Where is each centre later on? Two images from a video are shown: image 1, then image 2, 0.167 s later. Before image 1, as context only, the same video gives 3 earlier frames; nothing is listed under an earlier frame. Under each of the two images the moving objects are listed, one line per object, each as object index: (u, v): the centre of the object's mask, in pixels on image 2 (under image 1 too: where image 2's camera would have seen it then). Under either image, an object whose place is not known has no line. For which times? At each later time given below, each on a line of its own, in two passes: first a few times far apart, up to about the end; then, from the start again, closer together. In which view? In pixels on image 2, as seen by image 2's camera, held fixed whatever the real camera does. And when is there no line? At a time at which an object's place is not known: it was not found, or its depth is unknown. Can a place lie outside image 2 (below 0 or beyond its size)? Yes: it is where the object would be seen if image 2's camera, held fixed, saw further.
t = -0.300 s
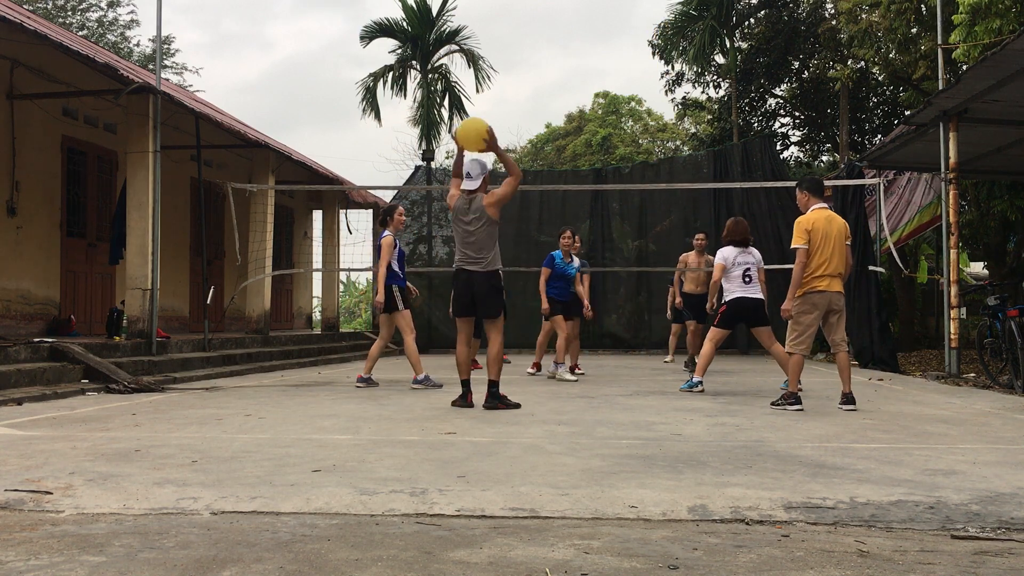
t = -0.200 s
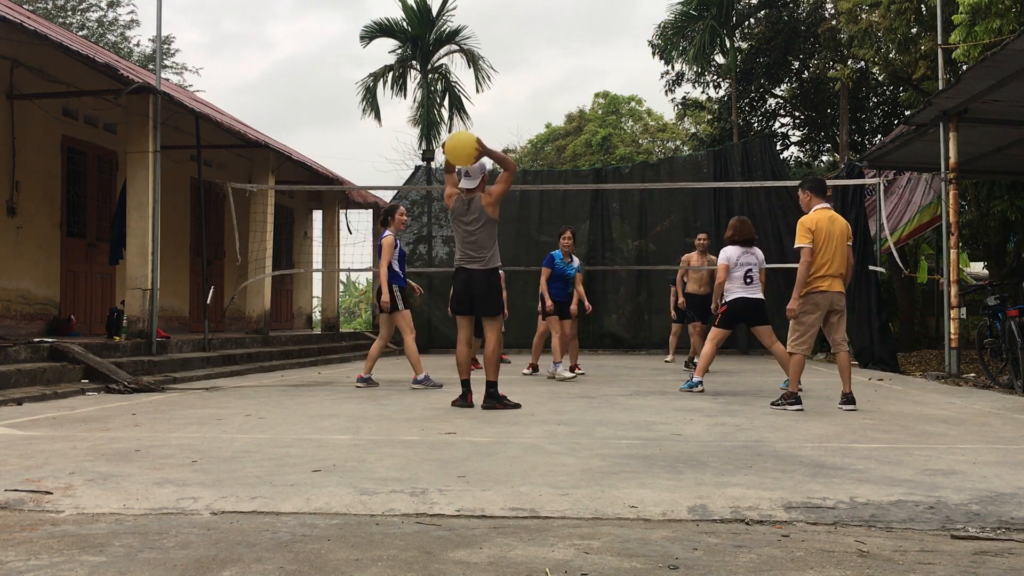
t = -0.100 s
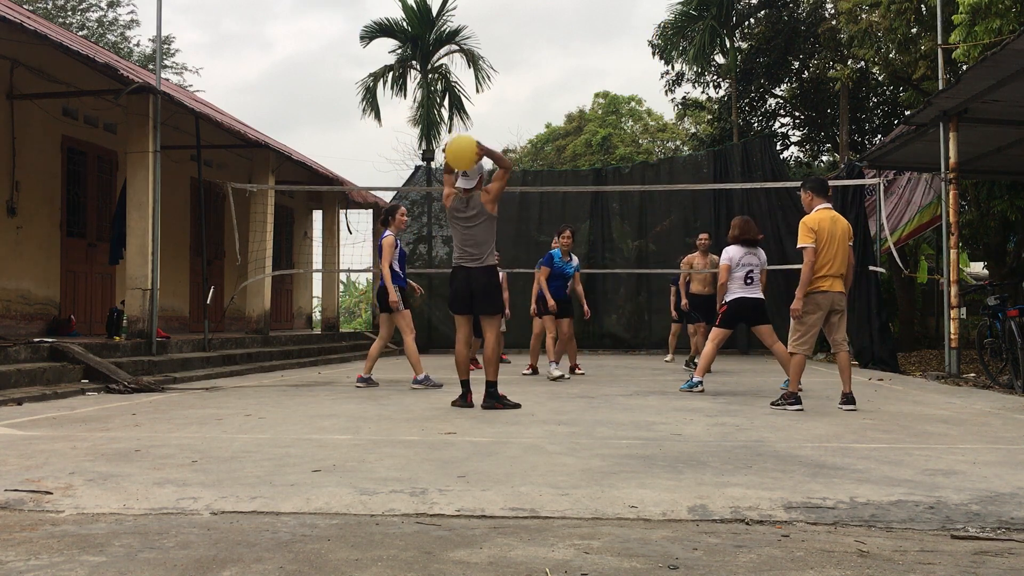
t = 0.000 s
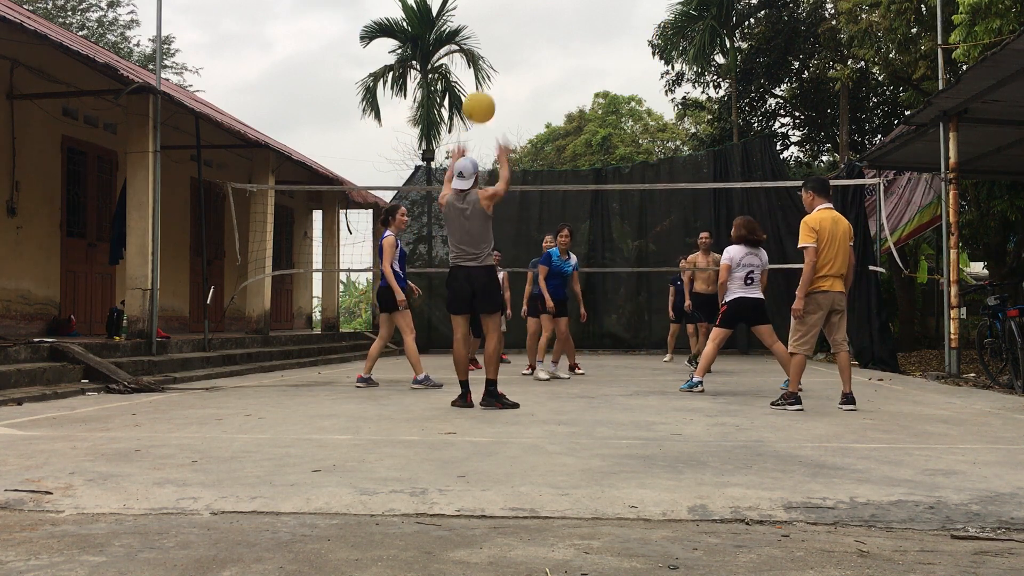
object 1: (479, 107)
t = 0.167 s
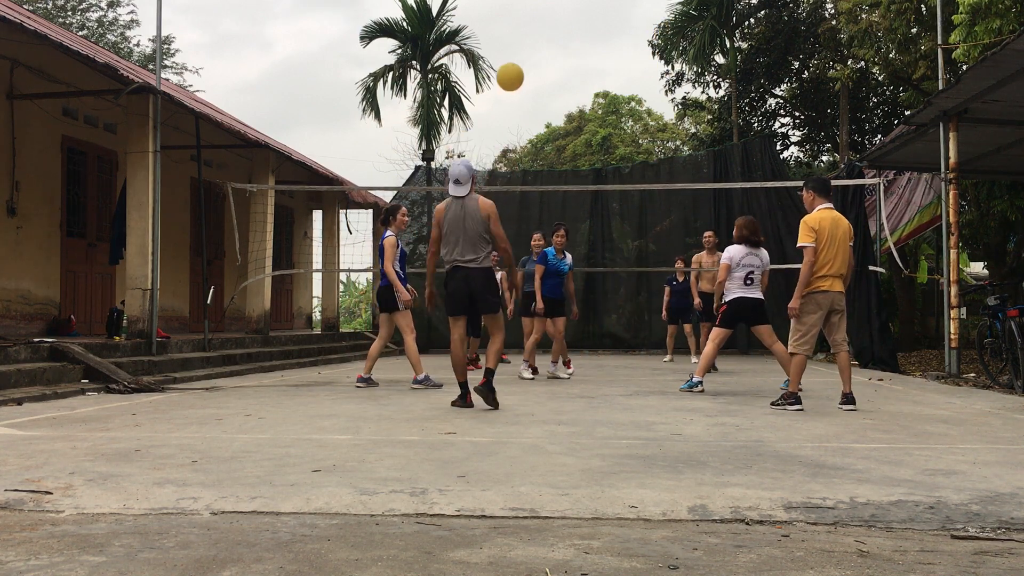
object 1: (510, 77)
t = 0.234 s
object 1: (521, 77)
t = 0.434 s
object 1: (548, 98)
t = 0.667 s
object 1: (570, 154)
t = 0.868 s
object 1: (585, 224)
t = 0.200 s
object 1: (516, 76)
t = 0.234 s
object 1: (521, 77)
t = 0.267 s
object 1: (526, 79)
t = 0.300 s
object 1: (531, 81)
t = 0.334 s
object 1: (536, 85)
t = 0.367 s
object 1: (540, 88)
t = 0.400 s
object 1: (544, 93)
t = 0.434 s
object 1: (548, 98)
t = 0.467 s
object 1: (551, 104)
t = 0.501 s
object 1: (555, 111)
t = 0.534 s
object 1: (558, 118)
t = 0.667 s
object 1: (570, 154)
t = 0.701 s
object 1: (573, 165)
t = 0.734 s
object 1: (576, 175)
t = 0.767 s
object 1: (578, 186)
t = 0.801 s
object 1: (581, 199)
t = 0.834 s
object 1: (583, 211)
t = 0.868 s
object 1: (585, 224)
